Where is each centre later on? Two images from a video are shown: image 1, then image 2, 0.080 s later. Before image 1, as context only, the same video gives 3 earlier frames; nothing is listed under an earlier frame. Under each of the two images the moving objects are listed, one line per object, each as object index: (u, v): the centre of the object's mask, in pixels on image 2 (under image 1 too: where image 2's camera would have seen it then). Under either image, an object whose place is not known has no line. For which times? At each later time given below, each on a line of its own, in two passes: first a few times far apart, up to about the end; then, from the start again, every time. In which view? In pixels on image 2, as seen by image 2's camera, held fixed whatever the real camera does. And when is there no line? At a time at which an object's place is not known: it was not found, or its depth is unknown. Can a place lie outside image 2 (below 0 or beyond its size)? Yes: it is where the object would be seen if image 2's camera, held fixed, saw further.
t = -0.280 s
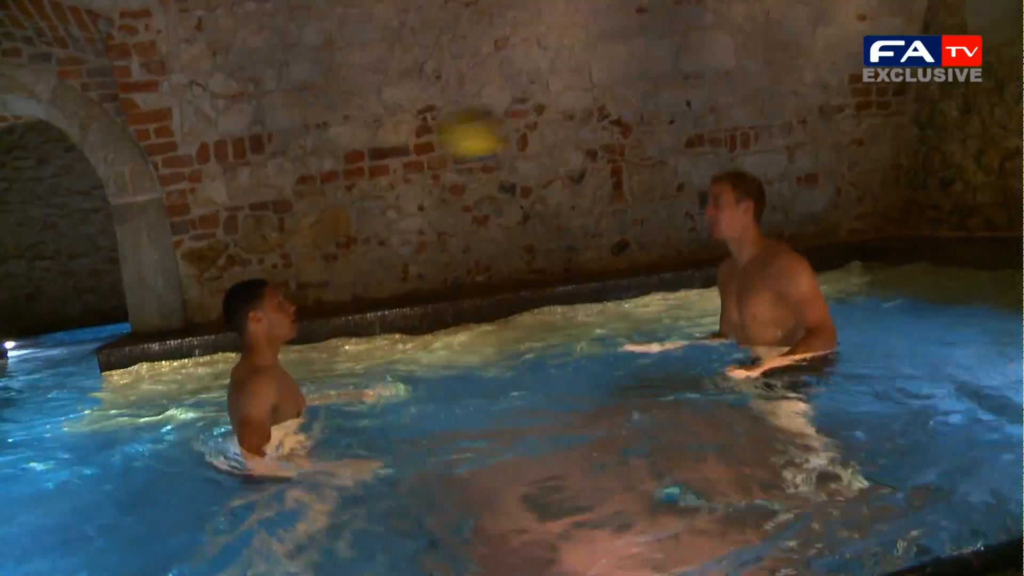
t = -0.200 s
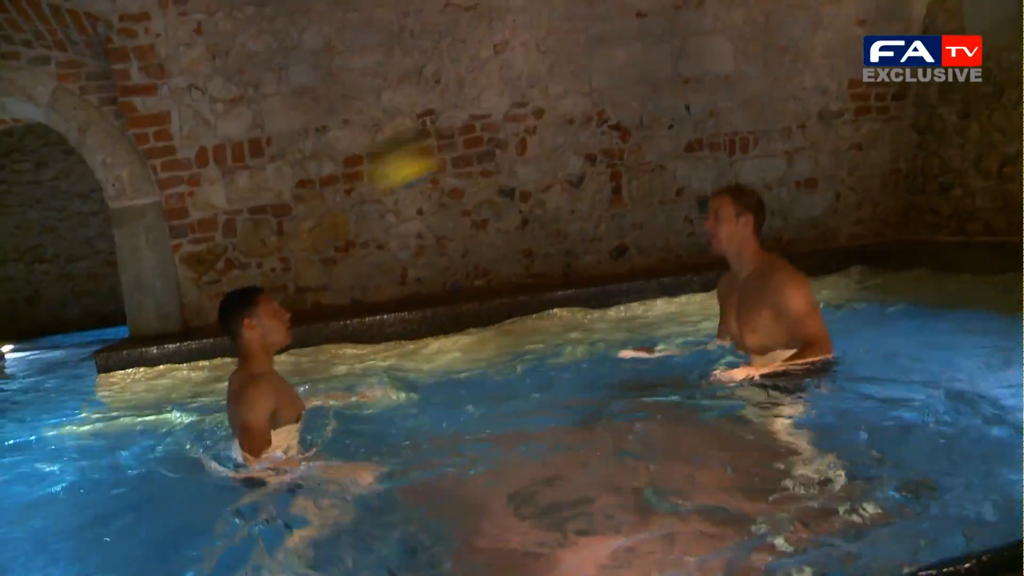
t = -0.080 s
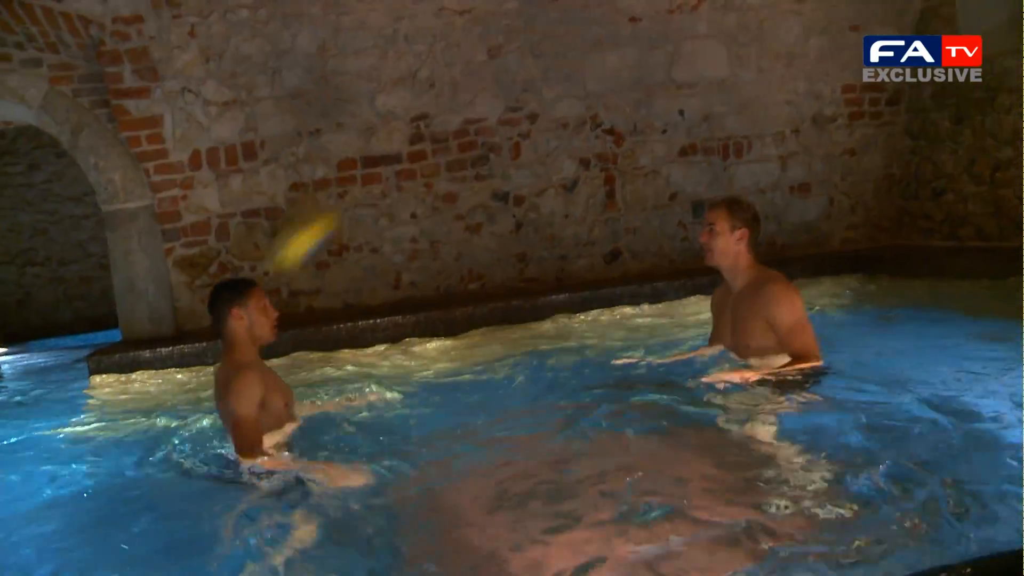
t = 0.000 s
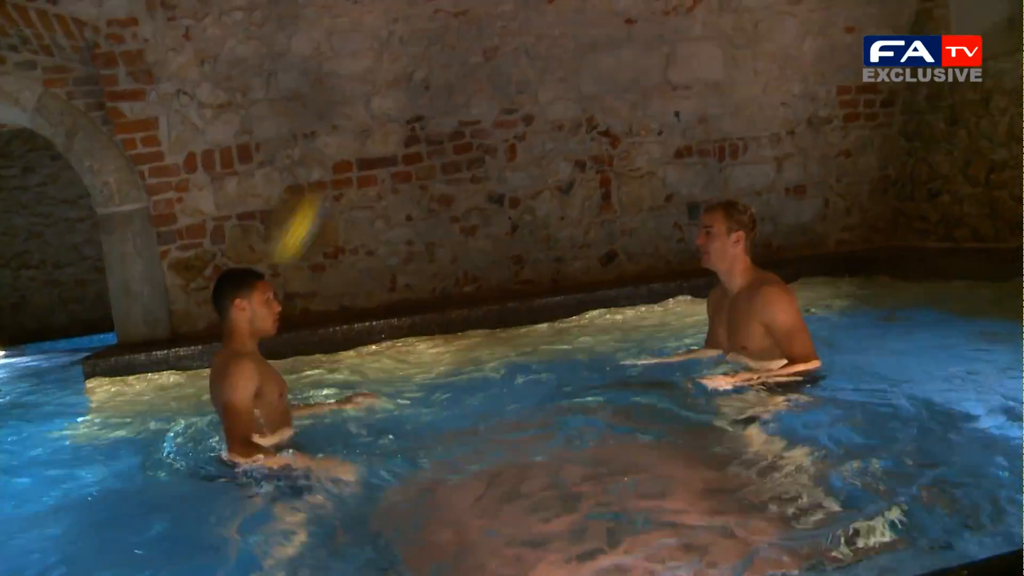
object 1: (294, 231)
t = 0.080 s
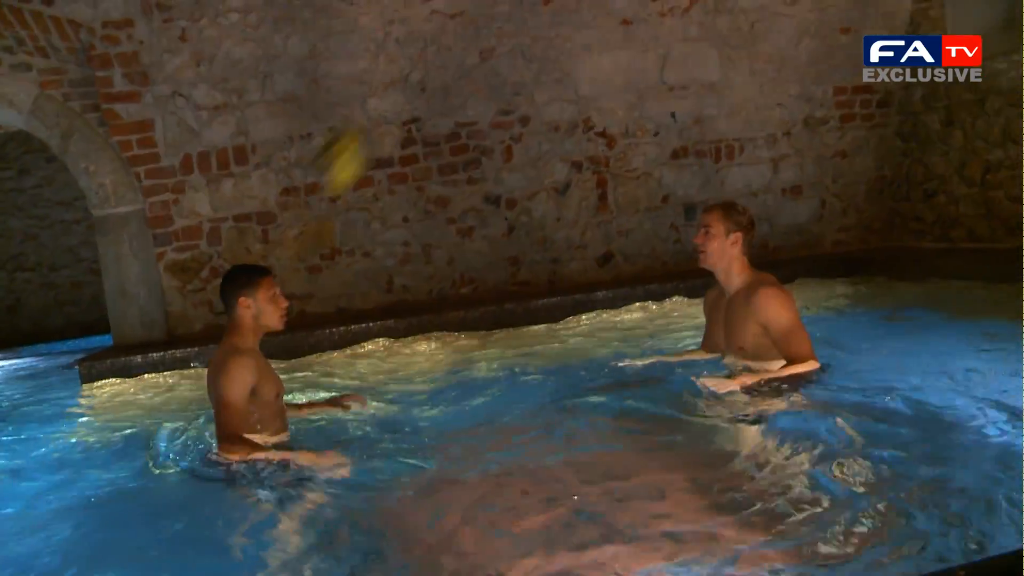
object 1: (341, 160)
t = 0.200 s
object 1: (427, 91)
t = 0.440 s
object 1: (591, 79)
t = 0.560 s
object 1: (675, 136)
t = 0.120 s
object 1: (367, 134)
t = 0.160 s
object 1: (396, 110)
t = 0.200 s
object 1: (427, 91)
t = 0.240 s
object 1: (453, 78)
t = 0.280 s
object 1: (482, 69)
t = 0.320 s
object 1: (508, 64)
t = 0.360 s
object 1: (535, 66)
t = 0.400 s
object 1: (562, 71)
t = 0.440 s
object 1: (591, 79)
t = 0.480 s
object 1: (618, 92)
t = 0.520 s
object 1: (645, 109)
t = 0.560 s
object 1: (675, 136)
